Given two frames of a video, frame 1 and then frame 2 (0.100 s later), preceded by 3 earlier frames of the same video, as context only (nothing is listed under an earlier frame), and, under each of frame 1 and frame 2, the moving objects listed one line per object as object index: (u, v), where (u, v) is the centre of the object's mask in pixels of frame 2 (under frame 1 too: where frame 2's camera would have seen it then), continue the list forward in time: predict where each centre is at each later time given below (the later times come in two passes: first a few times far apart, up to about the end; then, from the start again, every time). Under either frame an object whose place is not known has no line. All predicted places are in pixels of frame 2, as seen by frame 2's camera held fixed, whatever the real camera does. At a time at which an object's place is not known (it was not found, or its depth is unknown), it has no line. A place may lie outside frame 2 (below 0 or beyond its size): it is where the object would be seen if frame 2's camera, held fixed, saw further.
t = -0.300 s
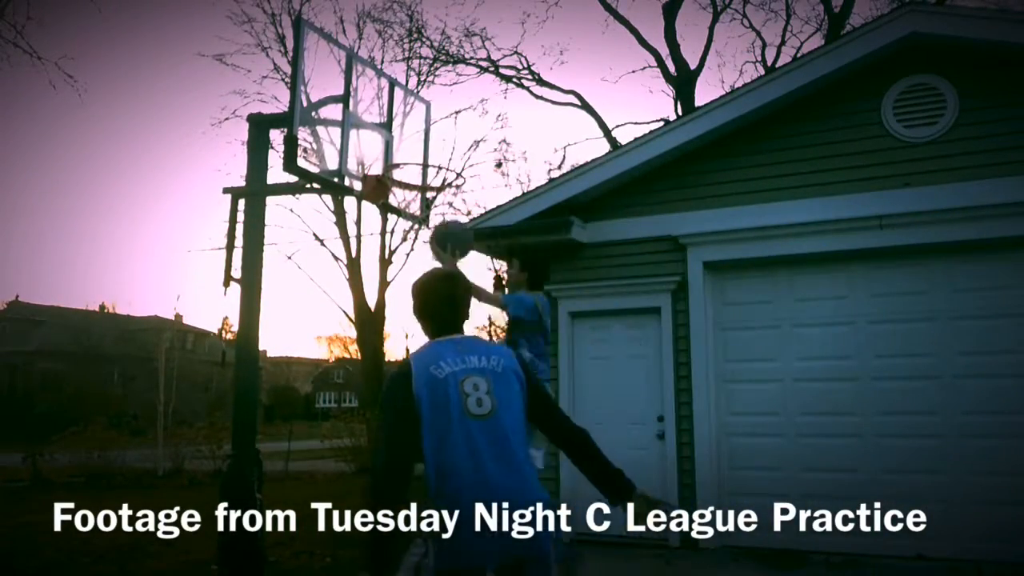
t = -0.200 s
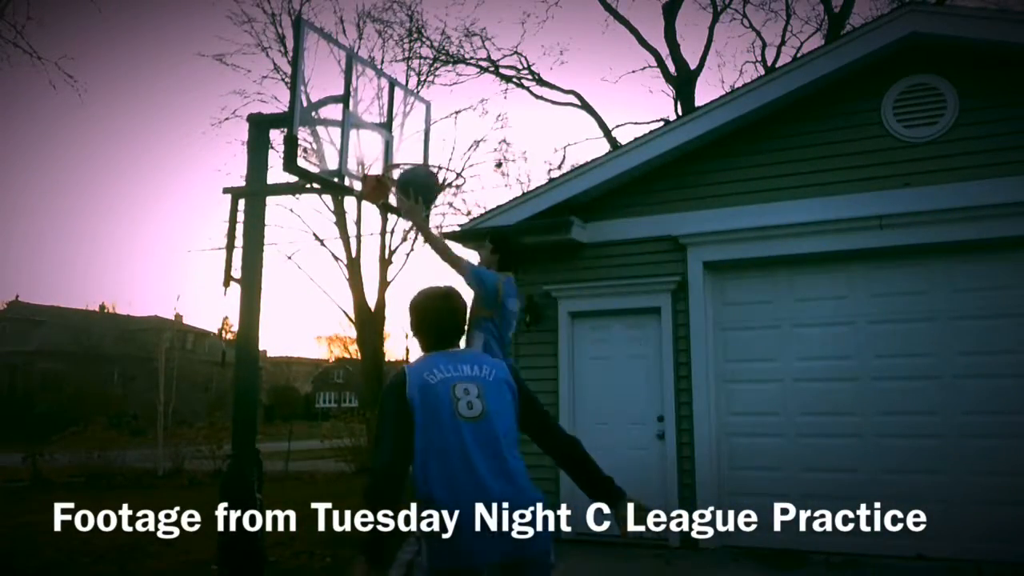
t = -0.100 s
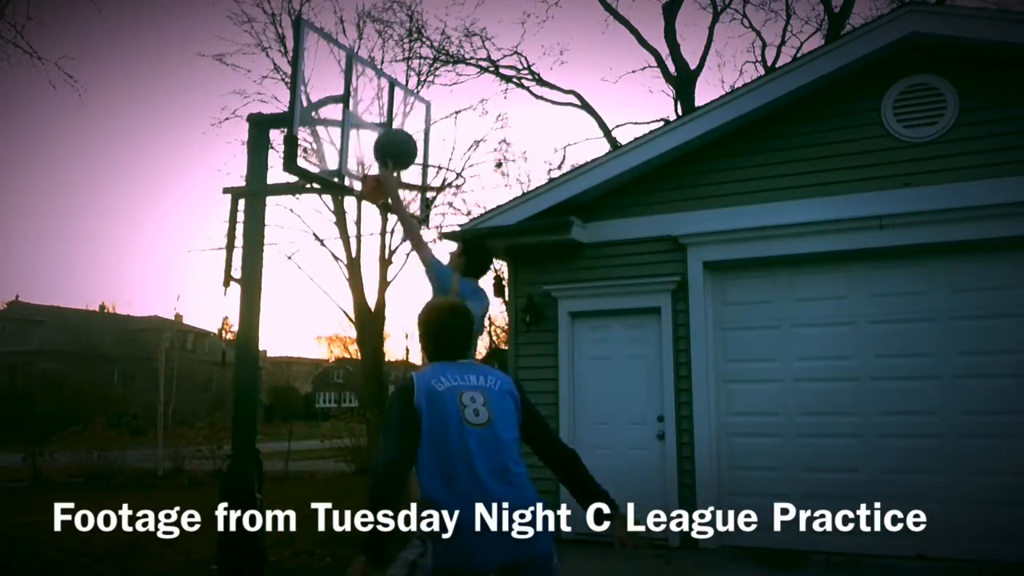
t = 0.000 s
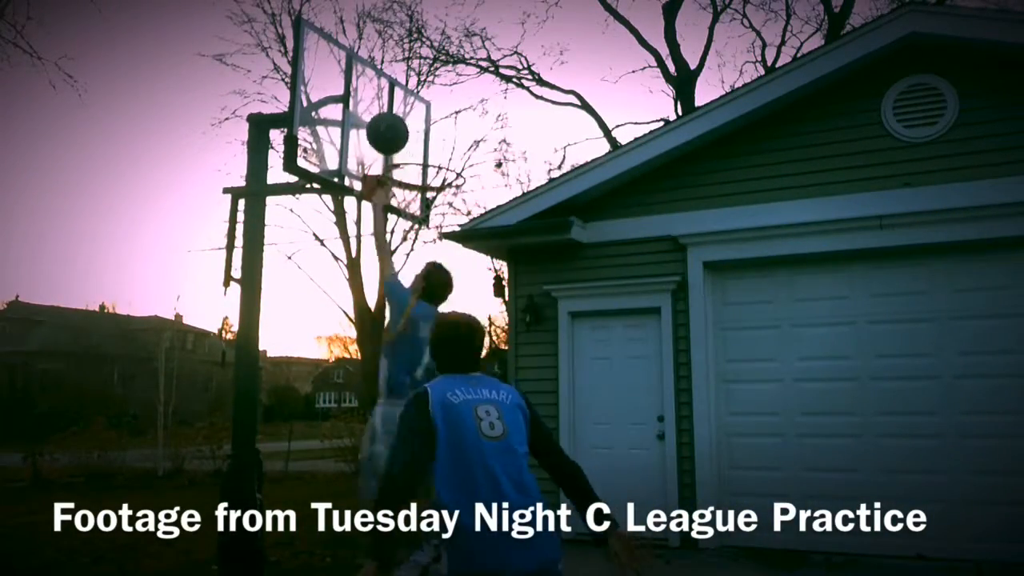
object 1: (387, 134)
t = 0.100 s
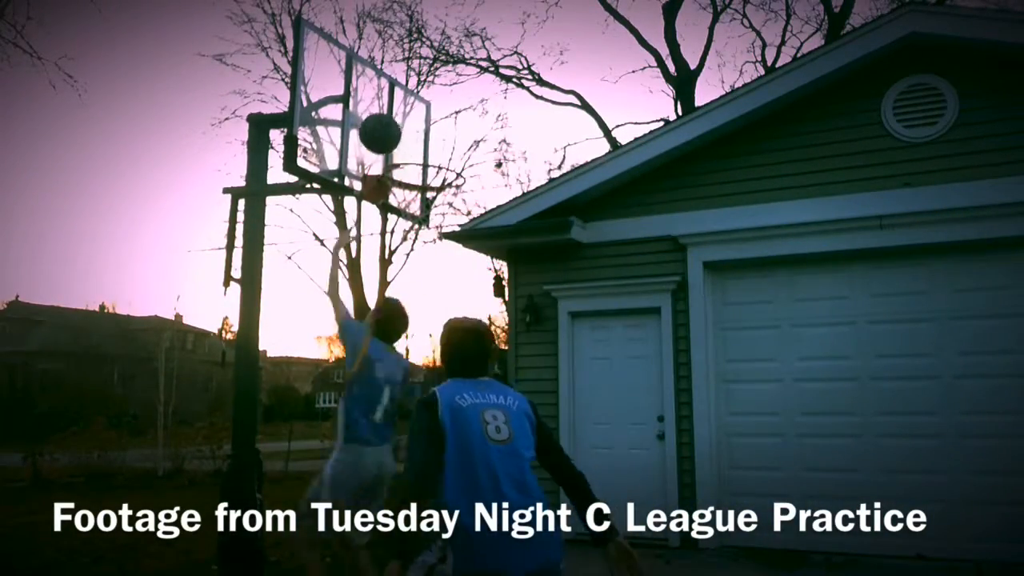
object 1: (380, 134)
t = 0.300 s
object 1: (415, 161)
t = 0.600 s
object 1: (451, 242)
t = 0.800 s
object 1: (455, 348)
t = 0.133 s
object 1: (378, 137)
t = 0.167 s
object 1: (385, 138)
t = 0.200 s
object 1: (392, 141)
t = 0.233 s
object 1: (399, 147)
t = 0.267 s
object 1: (407, 153)
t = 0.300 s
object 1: (415, 161)
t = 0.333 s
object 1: (422, 172)
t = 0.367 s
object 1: (430, 184)
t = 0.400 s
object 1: (438, 198)
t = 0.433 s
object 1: (444, 210)
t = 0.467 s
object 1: (450, 216)
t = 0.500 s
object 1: (449, 218)
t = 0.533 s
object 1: (449, 224)
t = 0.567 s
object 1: (452, 233)
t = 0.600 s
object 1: (451, 242)
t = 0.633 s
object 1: (452, 253)
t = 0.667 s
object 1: (453, 267)
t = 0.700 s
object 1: (453, 283)
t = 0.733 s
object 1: (454, 302)
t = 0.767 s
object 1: (454, 323)
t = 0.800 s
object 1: (455, 348)
